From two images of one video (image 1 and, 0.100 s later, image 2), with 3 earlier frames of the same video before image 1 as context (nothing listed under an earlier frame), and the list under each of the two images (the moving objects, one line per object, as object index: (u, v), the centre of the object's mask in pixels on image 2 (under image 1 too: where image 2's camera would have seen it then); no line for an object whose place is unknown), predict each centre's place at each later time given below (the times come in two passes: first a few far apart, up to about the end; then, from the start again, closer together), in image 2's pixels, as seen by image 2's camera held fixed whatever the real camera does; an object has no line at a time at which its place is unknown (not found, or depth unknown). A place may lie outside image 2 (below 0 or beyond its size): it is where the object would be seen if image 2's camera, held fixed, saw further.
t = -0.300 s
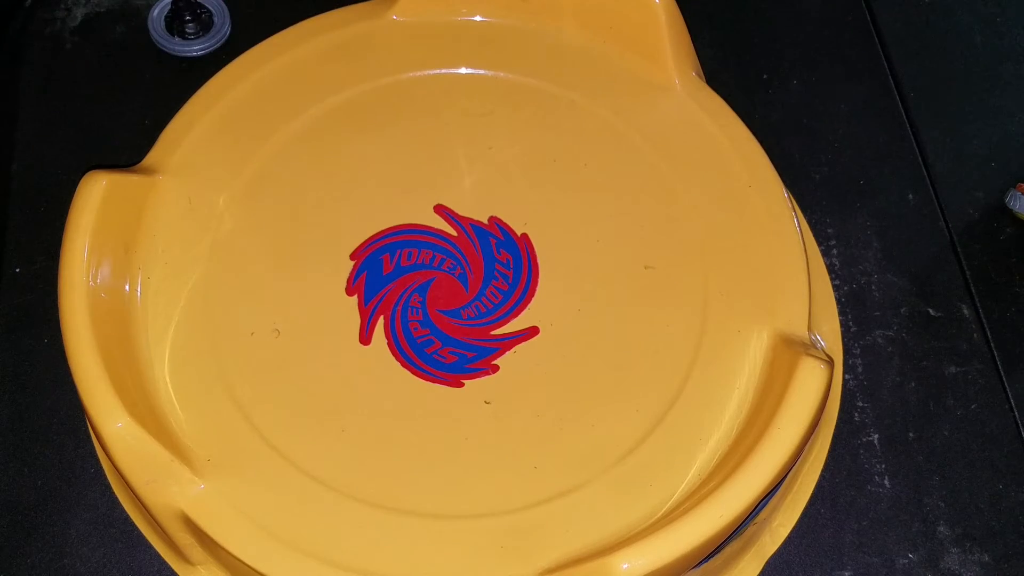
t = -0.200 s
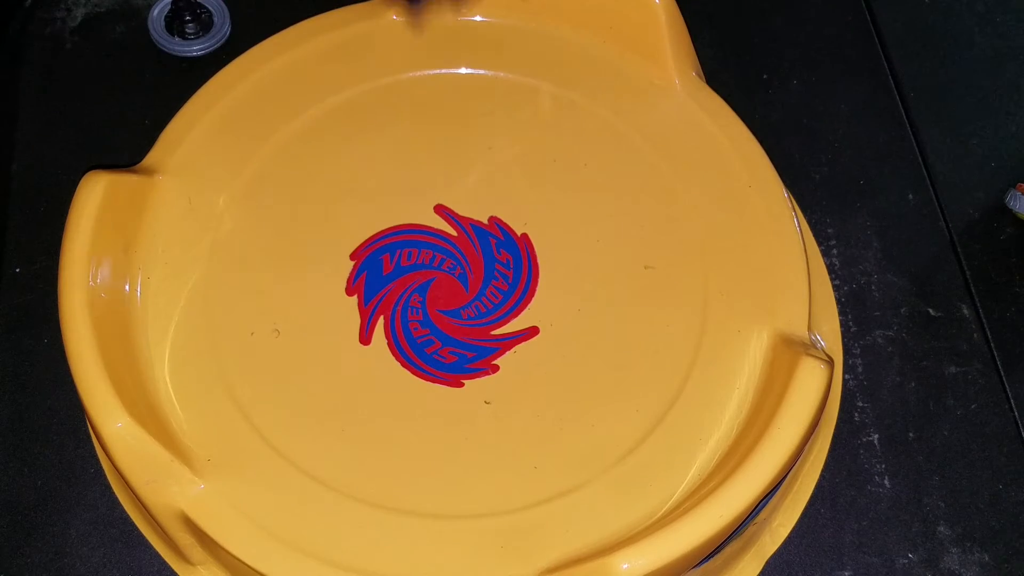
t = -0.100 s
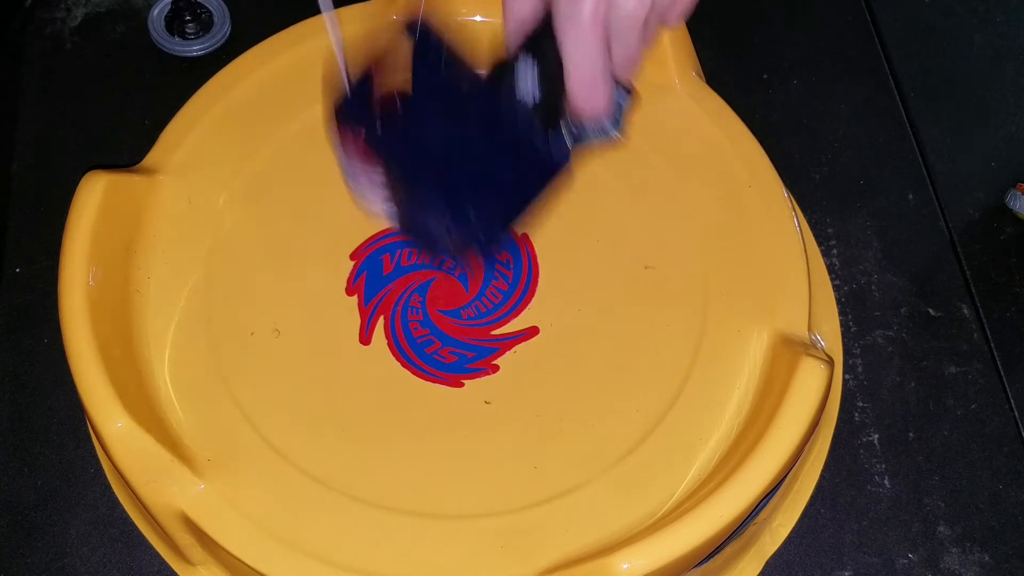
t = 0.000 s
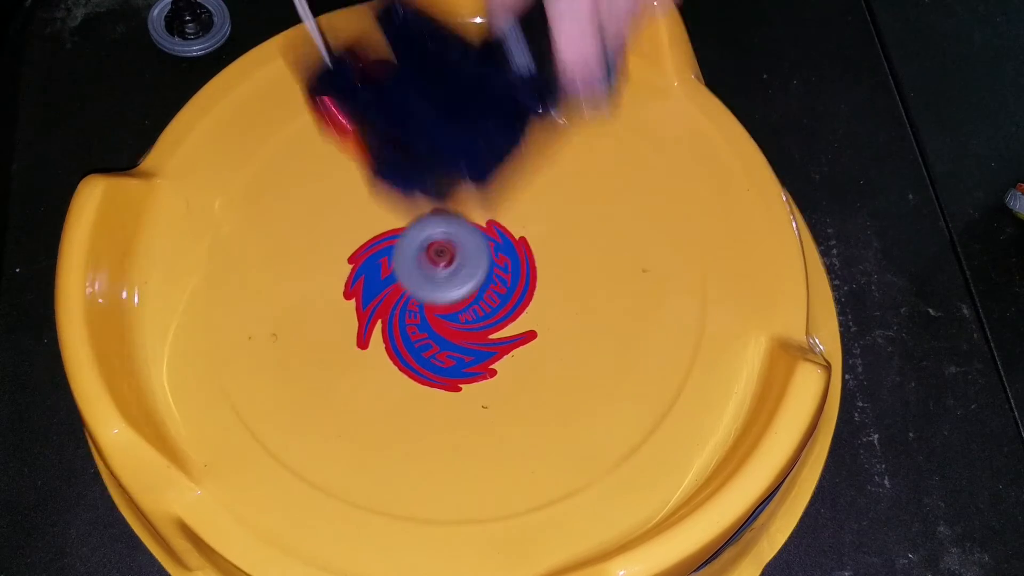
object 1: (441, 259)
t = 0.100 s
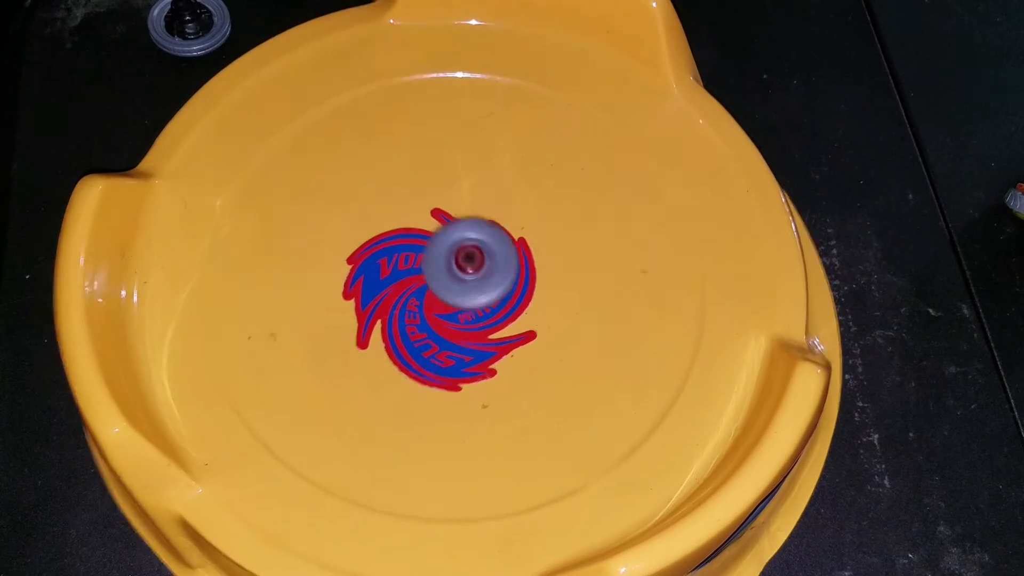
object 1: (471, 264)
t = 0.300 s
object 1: (494, 298)
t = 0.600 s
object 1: (540, 248)
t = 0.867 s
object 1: (458, 229)
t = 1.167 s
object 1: (457, 370)
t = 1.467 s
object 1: (580, 275)
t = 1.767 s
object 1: (361, 183)
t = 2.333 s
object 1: (517, 412)
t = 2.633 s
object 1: (520, 152)
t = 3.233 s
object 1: (298, 374)
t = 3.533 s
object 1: (594, 312)
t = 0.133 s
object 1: (472, 273)
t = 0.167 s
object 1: (473, 284)
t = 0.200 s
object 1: (476, 292)
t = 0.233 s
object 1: (480, 296)
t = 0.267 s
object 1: (486, 298)
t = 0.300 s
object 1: (494, 298)
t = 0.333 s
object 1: (504, 296)
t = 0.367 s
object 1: (514, 292)
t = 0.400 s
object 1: (524, 287)
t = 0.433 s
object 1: (531, 280)
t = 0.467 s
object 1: (537, 275)
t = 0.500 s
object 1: (541, 270)
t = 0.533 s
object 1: (542, 263)
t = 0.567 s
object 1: (542, 256)
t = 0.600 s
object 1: (540, 248)
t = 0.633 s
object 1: (536, 240)
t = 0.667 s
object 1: (531, 234)
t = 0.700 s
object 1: (524, 230)
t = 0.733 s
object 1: (515, 226)
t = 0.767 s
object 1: (503, 223)
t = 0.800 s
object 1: (490, 222)
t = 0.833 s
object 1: (474, 224)
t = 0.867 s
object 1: (458, 229)
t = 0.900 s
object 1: (442, 239)
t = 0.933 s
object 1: (429, 253)
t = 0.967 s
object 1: (419, 270)
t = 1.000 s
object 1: (412, 289)
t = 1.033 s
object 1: (410, 307)
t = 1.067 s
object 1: (414, 325)
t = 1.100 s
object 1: (424, 342)
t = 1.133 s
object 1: (439, 358)
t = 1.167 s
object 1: (457, 370)
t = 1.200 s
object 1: (477, 378)
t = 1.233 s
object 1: (498, 380)
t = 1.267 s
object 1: (519, 376)
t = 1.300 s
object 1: (538, 369)
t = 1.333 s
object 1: (555, 356)
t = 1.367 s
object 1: (568, 340)
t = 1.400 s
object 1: (577, 321)
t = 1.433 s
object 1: (581, 299)
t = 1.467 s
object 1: (580, 275)
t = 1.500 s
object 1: (573, 252)
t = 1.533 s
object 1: (559, 229)
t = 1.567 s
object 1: (540, 209)
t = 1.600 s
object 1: (515, 194)
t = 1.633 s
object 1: (487, 181)
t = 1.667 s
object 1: (456, 173)
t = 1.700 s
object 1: (424, 171)
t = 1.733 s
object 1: (392, 174)
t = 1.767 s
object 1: (361, 183)
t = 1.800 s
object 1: (333, 199)
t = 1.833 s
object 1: (308, 219)
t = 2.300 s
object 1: (489, 431)
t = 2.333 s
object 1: (517, 412)
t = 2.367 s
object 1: (543, 388)
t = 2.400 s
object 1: (563, 360)
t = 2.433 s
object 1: (577, 329)
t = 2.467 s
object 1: (585, 296)
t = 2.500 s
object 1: (584, 263)
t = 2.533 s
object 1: (577, 231)
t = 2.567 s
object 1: (564, 201)
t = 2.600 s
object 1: (544, 175)
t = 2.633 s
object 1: (520, 152)
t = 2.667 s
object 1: (493, 132)
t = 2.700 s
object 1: (463, 118)
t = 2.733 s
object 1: (431, 107)
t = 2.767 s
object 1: (398, 102)
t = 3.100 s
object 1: (228, 267)
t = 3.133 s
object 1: (236, 296)
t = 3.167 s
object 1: (250, 324)
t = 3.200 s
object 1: (271, 351)
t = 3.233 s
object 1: (298, 374)
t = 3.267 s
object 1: (331, 392)
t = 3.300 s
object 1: (368, 404)
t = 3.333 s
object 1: (408, 409)
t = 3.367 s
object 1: (449, 408)
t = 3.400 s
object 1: (487, 399)
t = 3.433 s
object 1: (522, 384)
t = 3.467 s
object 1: (552, 365)
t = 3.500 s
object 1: (578, 341)
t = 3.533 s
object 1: (594, 312)
